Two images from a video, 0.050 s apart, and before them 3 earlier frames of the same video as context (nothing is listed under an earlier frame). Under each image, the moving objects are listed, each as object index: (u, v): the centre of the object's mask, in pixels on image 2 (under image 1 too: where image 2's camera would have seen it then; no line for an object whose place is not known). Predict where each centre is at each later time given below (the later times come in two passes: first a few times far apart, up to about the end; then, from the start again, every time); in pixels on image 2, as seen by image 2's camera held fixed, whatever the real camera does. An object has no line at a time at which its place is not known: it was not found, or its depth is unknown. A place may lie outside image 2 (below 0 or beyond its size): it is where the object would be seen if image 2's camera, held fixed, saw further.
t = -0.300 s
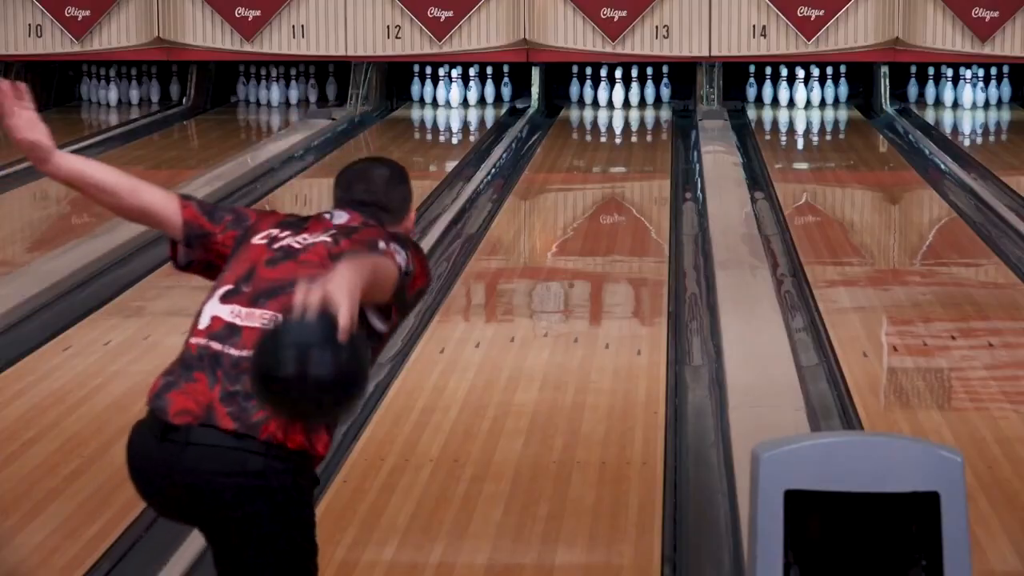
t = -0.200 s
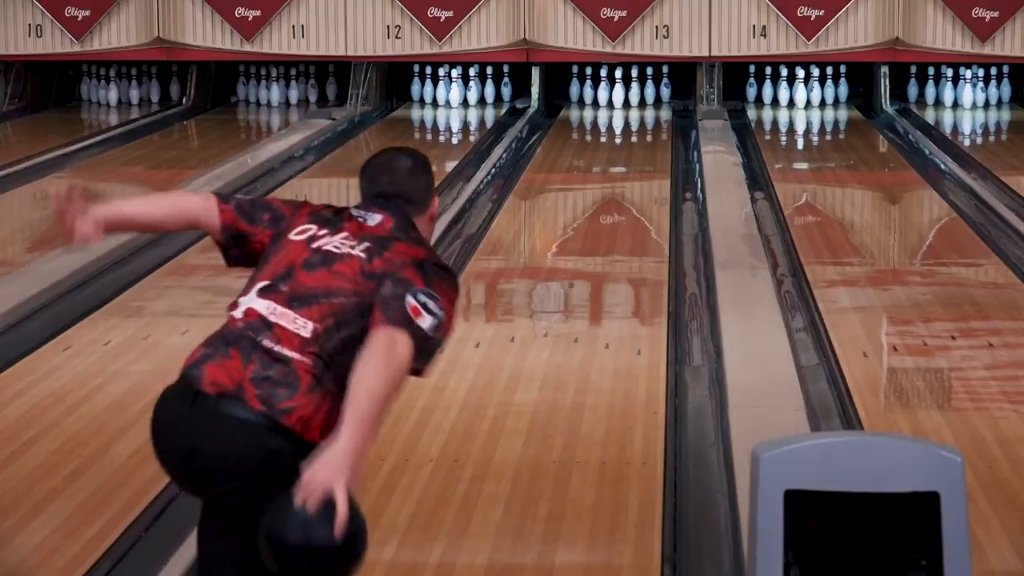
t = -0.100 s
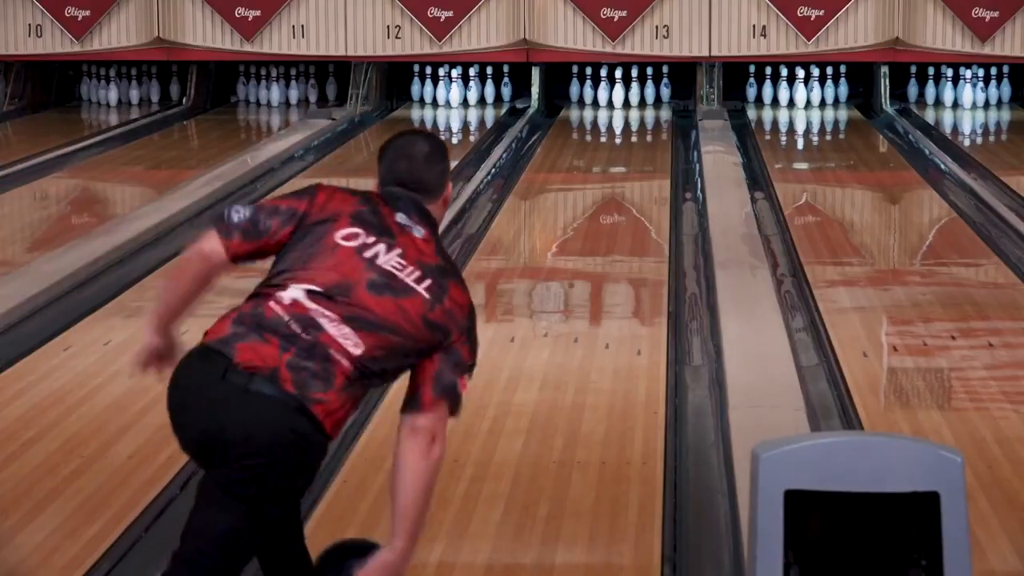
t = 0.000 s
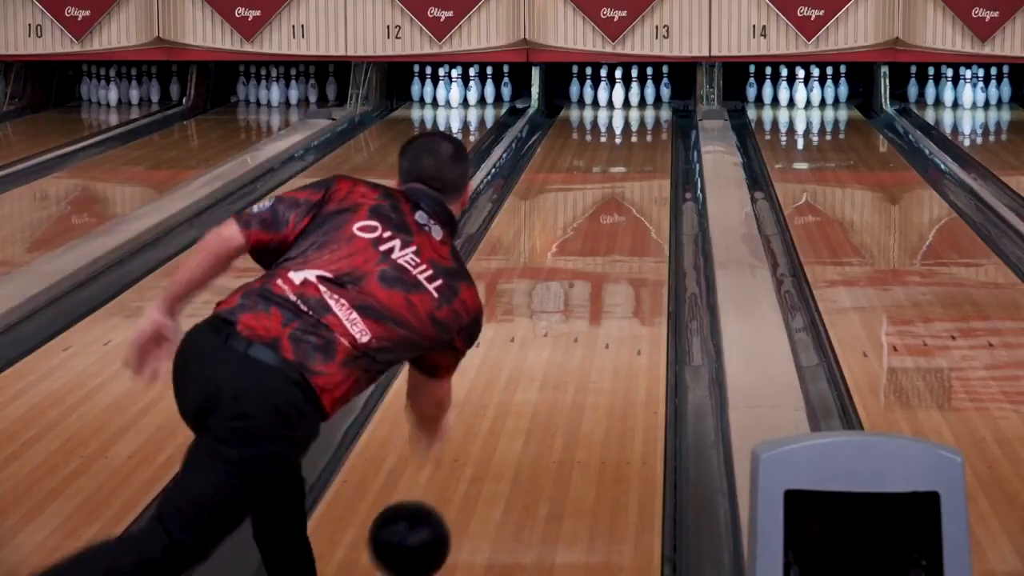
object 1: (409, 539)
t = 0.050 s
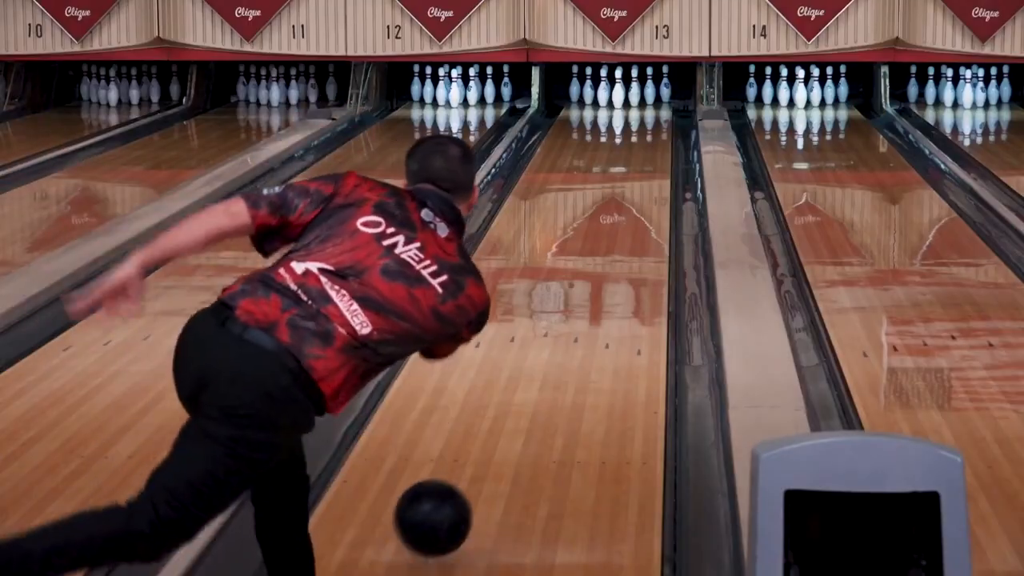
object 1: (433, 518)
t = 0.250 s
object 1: (503, 416)
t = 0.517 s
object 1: (562, 317)
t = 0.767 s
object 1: (597, 256)
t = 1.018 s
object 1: (622, 210)
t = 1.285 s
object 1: (639, 174)
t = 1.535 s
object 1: (648, 148)
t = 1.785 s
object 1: (648, 128)
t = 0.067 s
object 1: (440, 512)
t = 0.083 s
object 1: (447, 506)
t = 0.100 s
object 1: (453, 494)
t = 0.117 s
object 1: (460, 484)
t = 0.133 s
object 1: (466, 475)
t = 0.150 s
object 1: (472, 466)
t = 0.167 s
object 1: (478, 457)
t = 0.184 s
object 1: (483, 449)
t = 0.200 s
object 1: (488, 440)
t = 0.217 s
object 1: (493, 431)
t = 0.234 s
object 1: (498, 424)
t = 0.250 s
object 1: (503, 416)
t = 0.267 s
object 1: (508, 408)
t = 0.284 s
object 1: (512, 400)
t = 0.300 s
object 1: (516, 393)
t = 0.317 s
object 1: (520, 386)
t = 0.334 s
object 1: (525, 380)
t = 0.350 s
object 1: (528, 373)
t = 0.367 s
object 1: (532, 367)
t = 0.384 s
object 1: (536, 360)
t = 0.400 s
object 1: (540, 354)
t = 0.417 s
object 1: (543, 348)
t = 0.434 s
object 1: (546, 343)
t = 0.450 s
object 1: (550, 337)
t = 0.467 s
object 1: (553, 332)
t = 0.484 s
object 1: (556, 327)
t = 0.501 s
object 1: (559, 322)
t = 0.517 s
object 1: (562, 317)
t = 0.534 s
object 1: (564, 312)
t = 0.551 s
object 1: (567, 307)
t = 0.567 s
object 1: (570, 303)
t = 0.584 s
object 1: (573, 298)
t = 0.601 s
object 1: (575, 294)
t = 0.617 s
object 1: (578, 290)
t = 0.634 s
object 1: (580, 286)
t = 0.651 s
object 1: (583, 282)
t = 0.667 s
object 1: (585, 278)
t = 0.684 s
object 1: (587, 274)
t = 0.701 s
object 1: (589, 270)
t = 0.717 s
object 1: (591, 266)
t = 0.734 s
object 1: (593, 262)
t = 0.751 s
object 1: (595, 259)
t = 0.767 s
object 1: (597, 256)
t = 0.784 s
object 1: (599, 252)
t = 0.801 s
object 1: (601, 249)
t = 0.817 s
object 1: (603, 245)
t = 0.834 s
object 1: (605, 242)
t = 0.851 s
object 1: (606, 239)
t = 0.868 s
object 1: (608, 236)
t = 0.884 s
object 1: (610, 233)
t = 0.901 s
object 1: (611, 230)
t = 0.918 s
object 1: (613, 227)
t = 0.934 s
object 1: (614, 224)
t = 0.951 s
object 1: (616, 221)
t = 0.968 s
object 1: (617, 218)
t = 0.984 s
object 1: (619, 216)
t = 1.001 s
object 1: (620, 213)
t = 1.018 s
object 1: (622, 210)
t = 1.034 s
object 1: (623, 208)
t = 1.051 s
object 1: (624, 205)
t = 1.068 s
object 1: (625, 203)
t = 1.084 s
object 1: (626, 201)
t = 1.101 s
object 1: (628, 198)
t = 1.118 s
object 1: (629, 195)
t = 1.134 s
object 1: (630, 193)
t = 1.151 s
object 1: (631, 191)
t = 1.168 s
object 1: (632, 188)
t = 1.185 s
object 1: (633, 186)
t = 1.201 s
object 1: (635, 184)
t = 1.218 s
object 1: (636, 182)
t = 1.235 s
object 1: (636, 180)
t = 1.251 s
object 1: (637, 178)
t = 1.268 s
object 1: (638, 176)
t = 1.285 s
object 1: (639, 174)
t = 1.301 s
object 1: (640, 172)
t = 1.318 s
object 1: (641, 170)
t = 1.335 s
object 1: (642, 168)
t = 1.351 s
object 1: (642, 166)
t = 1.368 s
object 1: (643, 165)
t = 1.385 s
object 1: (644, 163)
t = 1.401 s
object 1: (644, 161)
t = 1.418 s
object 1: (645, 159)
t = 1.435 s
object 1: (646, 158)
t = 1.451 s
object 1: (646, 156)
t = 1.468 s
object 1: (647, 155)
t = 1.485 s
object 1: (647, 153)
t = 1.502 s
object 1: (648, 151)
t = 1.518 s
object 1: (648, 150)
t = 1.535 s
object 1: (648, 148)
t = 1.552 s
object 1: (649, 147)
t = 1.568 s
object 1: (649, 146)
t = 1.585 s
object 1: (649, 144)
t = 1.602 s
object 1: (649, 143)
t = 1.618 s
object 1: (649, 142)
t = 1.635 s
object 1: (649, 140)
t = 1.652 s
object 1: (649, 139)
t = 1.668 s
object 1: (649, 137)
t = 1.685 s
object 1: (649, 136)
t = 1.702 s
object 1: (649, 134)
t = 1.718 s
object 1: (649, 133)
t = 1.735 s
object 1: (649, 132)
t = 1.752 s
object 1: (648, 130)
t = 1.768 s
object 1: (648, 129)
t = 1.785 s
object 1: (648, 128)
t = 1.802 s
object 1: (647, 127)
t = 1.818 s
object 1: (647, 125)
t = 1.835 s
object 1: (647, 125)
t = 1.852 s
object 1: (646, 123)
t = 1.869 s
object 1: (646, 122)
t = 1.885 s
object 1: (645, 121)
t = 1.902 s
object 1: (645, 120)
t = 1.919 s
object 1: (644, 119)
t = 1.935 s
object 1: (644, 118)
